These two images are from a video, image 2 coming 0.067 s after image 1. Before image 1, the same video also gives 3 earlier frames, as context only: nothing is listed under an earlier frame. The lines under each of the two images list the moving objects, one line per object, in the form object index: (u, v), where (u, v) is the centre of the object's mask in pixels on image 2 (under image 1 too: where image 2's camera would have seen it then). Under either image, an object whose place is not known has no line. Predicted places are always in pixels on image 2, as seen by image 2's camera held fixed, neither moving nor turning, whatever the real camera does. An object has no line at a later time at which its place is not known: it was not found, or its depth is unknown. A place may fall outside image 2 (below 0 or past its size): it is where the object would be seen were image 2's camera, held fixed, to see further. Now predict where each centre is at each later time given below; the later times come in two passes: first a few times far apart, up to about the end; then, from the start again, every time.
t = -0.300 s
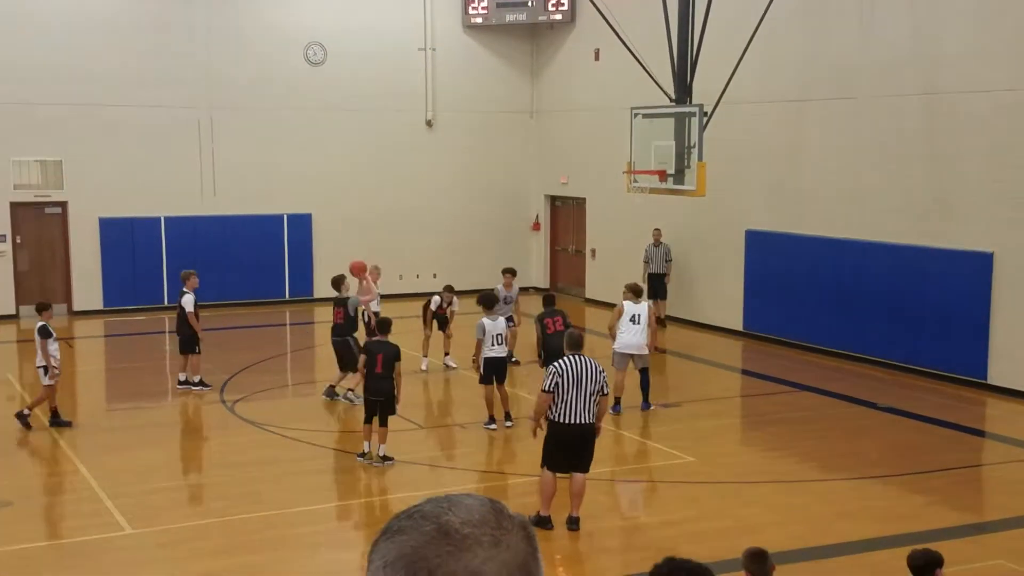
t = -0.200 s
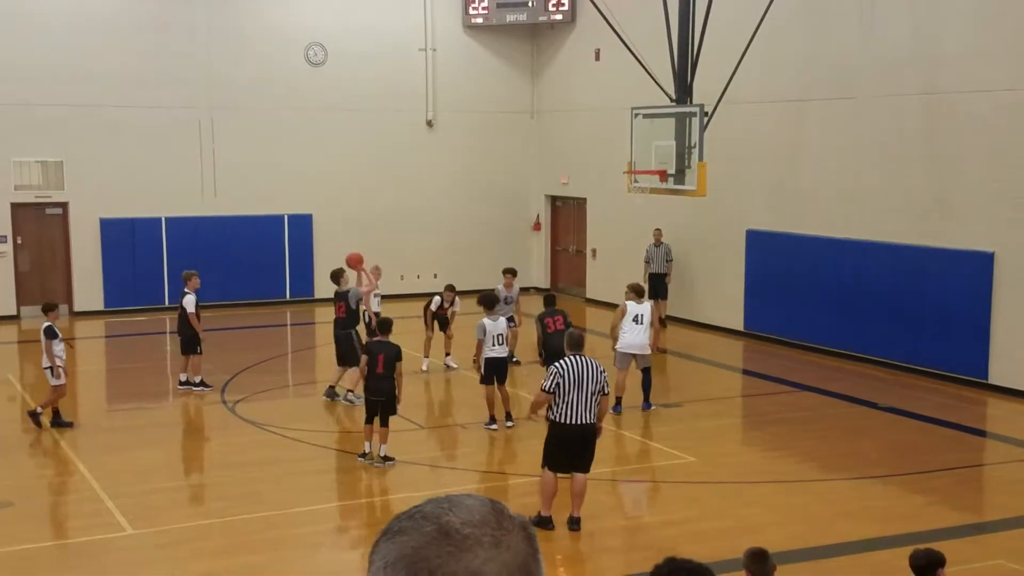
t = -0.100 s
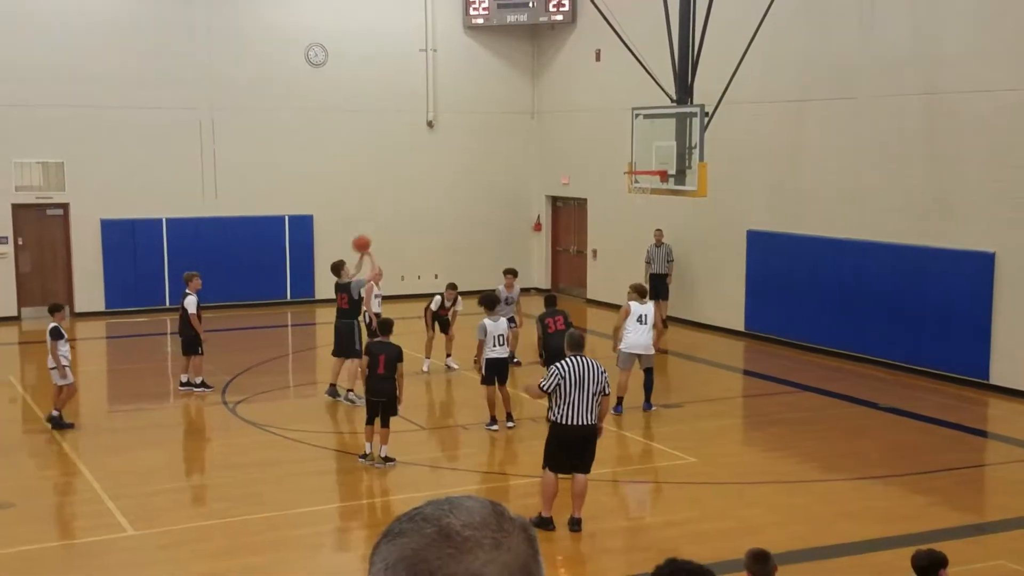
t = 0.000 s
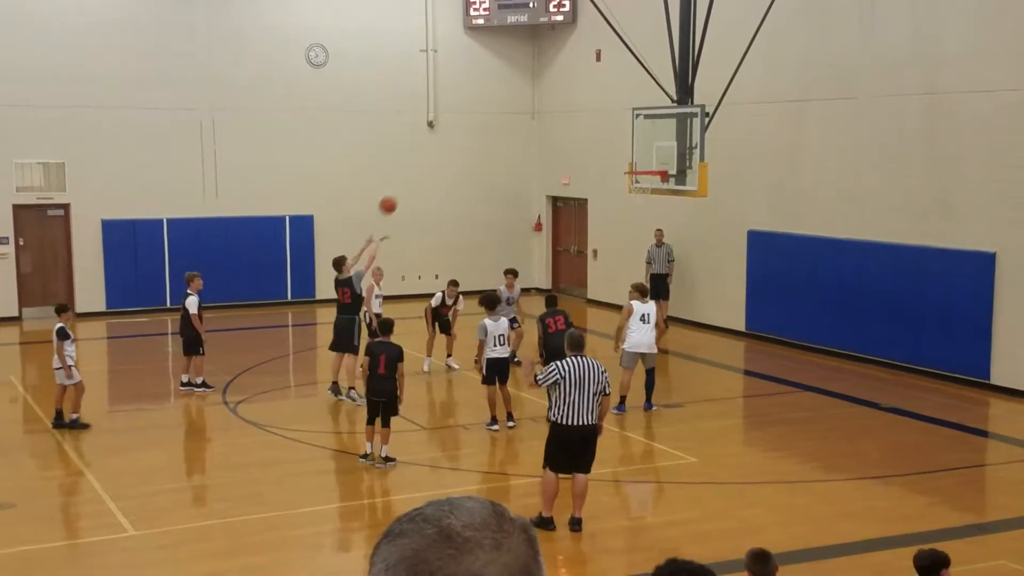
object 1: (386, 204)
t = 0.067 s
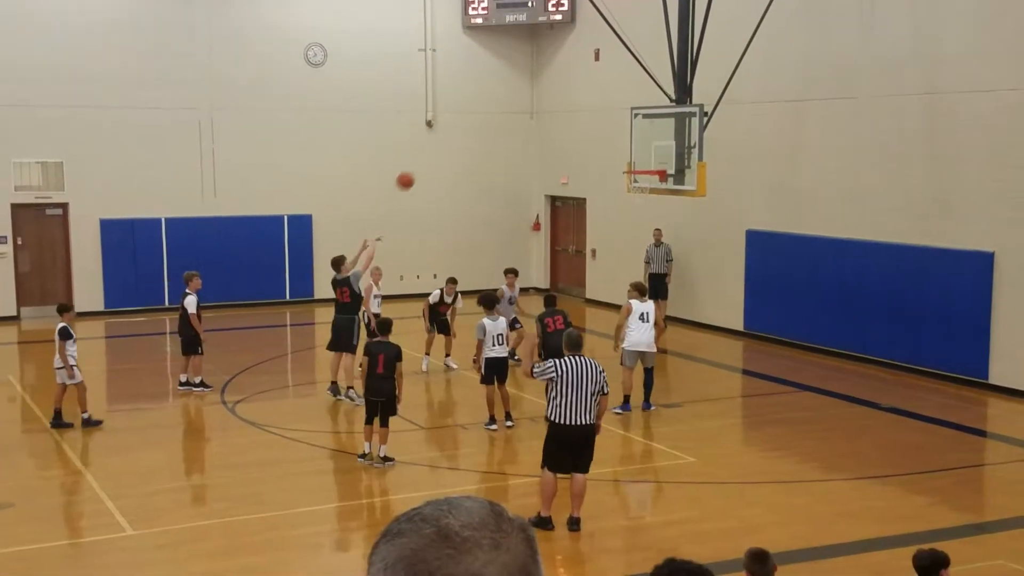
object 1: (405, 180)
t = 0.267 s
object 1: (462, 129)
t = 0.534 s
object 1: (535, 105)
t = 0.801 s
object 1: (604, 131)
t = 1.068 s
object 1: (652, 149)
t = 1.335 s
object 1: (642, 138)
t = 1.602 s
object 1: (614, 172)
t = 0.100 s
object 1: (415, 170)
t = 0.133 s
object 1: (424, 160)
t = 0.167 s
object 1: (434, 151)
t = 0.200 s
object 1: (443, 143)
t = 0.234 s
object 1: (453, 135)
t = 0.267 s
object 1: (462, 129)
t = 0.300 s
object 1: (472, 123)
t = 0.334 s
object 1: (481, 118)
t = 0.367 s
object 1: (490, 114)
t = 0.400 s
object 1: (499, 111)
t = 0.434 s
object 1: (508, 108)
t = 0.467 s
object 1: (517, 106)
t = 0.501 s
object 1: (527, 105)
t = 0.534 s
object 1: (535, 105)
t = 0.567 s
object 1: (544, 106)
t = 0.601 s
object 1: (552, 107)
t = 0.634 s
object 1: (561, 109)
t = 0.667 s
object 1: (570, 112)
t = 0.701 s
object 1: (578, 116)
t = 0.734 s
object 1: (587, 120)
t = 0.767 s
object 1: (595, 125)
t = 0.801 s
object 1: (604, 131)
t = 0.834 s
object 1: (612, 138)
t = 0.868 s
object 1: (620, 145)
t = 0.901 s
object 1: (627, 153)
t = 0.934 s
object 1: (636, 162)
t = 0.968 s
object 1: (641, 162)
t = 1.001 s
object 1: (644, 157)
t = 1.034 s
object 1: (648, 153)
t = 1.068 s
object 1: (652, 149)
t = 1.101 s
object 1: (655, 146)
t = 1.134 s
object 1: (659, 144)
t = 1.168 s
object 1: (659, 141)
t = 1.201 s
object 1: (656, 139)
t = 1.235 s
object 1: (652, 138)
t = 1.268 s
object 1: (649, 137)
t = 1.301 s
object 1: (645, 137)
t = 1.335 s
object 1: (642, 138)
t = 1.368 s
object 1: (639, 140)
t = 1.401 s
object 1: (635, 143)
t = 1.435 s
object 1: (631, 145)
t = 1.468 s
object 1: (628, 149)
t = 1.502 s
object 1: (624, 154)
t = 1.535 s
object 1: (621, 159)
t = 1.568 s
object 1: (617, 165)
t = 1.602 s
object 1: (614, 172)
